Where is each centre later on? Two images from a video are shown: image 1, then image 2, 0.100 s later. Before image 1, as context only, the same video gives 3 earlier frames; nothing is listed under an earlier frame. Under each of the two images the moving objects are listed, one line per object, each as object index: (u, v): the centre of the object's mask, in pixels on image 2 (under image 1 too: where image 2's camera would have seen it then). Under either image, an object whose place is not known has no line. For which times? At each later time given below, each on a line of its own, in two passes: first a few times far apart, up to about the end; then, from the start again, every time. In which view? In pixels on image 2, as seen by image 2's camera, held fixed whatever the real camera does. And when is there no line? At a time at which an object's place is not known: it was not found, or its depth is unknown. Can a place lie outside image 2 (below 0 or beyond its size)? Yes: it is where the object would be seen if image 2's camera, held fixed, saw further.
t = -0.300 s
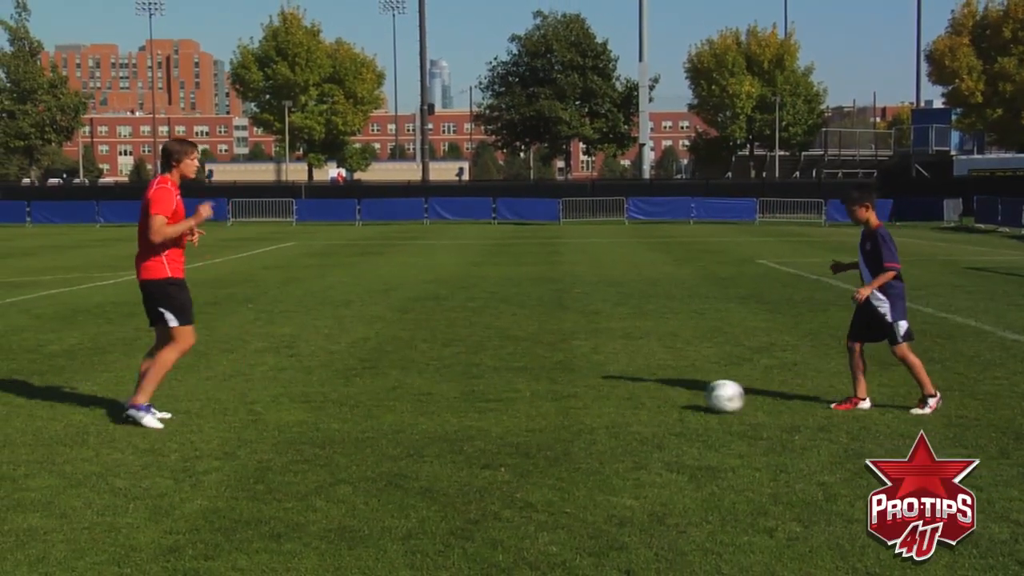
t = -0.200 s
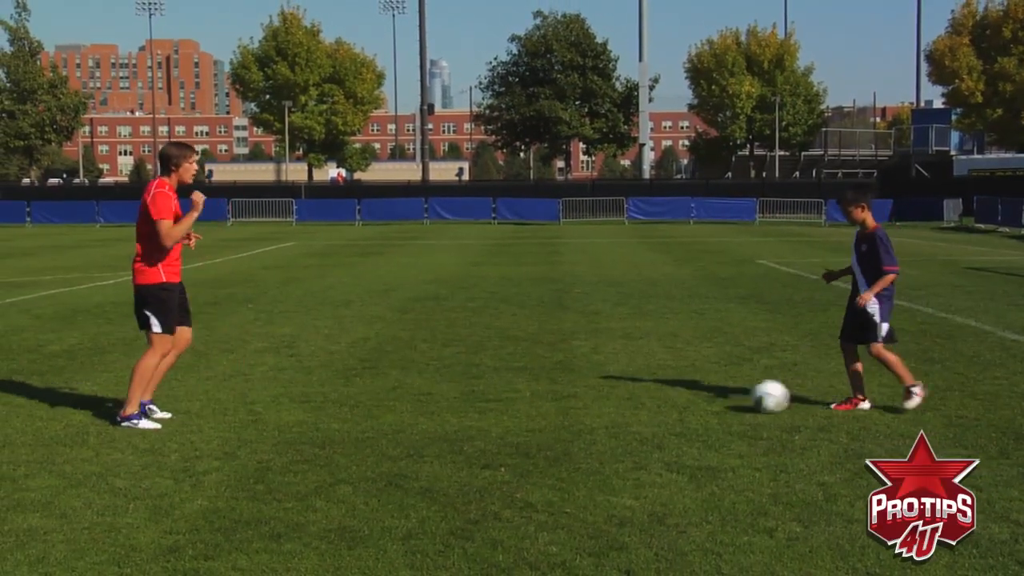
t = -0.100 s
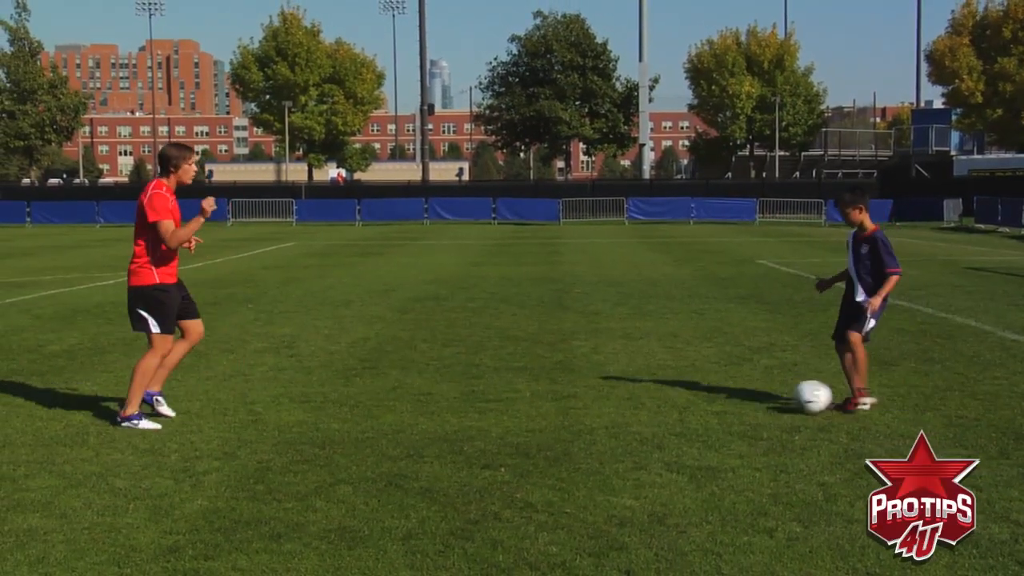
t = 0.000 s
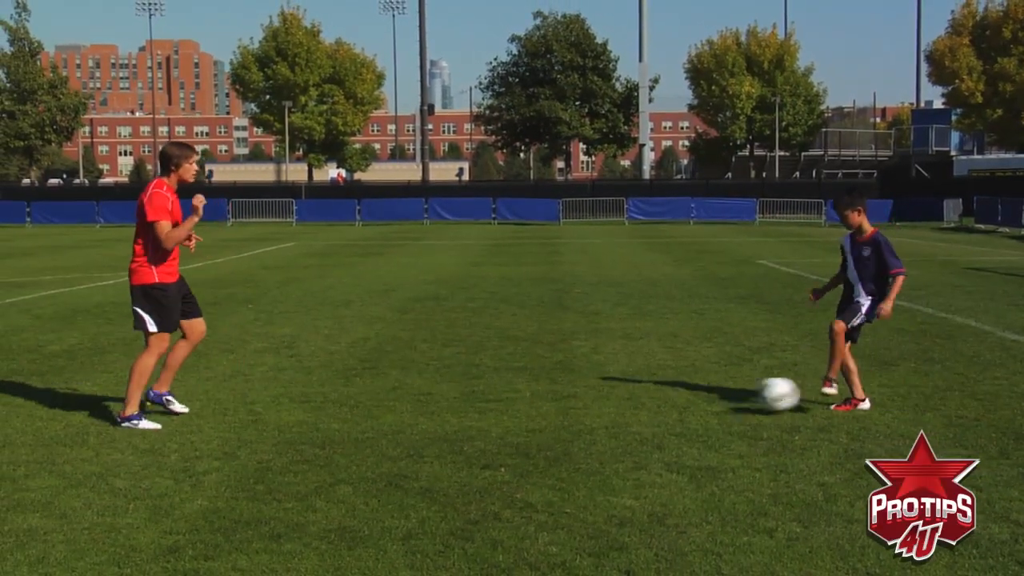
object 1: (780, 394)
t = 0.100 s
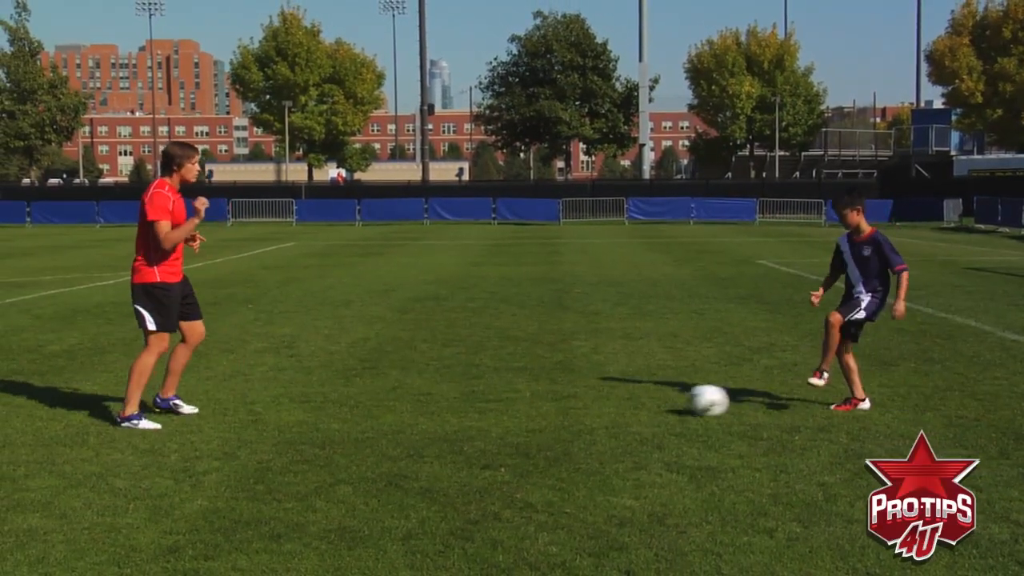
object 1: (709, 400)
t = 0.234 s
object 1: (637, 401)
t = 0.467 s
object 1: (545, 402)
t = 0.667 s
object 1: (468, 405)
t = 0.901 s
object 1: (384, 406)
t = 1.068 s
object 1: (328, 408)
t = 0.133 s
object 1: (690, 399)
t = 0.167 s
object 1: (672, 399)
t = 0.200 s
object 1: (654, 400)
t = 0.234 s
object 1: (637, 401)
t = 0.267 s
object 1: (623, 399)
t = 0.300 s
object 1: (611, 398)
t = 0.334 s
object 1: (597, 398)
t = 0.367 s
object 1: (583, 400)
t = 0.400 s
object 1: (571, 403)
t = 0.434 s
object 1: (558, 403)
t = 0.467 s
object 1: (545, 402)
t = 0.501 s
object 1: (533, 402)
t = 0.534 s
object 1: (519, 403)
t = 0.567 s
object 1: (507, 404)
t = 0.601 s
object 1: (493, 403)
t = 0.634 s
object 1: (481, 403)
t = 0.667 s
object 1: (468, 405)
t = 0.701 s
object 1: (456, 405)
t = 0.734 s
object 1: (443, 405)
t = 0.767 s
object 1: (432, 405)
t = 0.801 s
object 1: (420, 406)
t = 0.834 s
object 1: (408, 406)
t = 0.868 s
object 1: (396, 406)
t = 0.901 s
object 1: (384, 406)
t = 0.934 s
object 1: (373, 406)
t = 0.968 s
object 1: (362, 406)
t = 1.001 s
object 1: (350, 407)
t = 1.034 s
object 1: (339, 408)
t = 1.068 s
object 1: (328, 408)
